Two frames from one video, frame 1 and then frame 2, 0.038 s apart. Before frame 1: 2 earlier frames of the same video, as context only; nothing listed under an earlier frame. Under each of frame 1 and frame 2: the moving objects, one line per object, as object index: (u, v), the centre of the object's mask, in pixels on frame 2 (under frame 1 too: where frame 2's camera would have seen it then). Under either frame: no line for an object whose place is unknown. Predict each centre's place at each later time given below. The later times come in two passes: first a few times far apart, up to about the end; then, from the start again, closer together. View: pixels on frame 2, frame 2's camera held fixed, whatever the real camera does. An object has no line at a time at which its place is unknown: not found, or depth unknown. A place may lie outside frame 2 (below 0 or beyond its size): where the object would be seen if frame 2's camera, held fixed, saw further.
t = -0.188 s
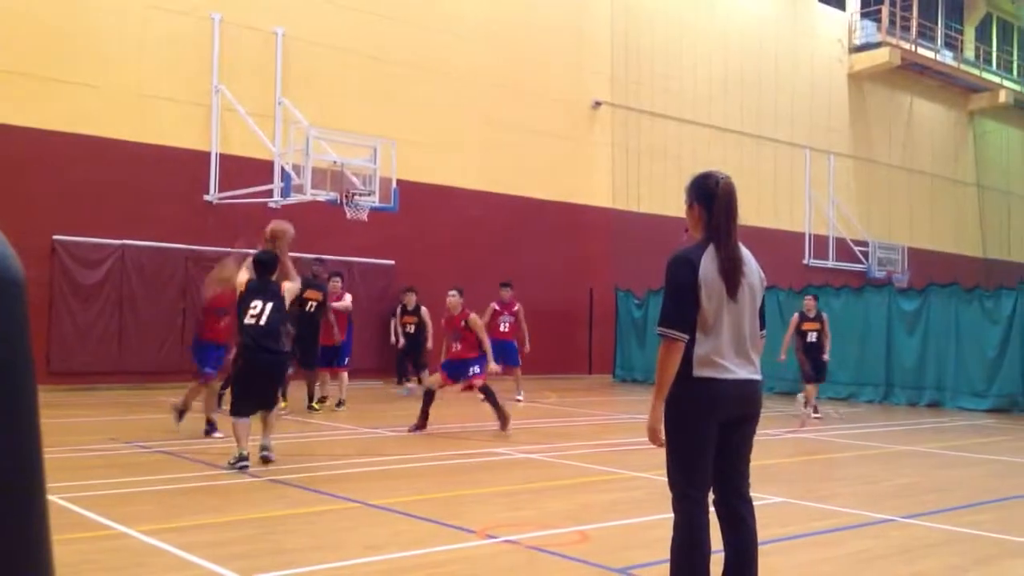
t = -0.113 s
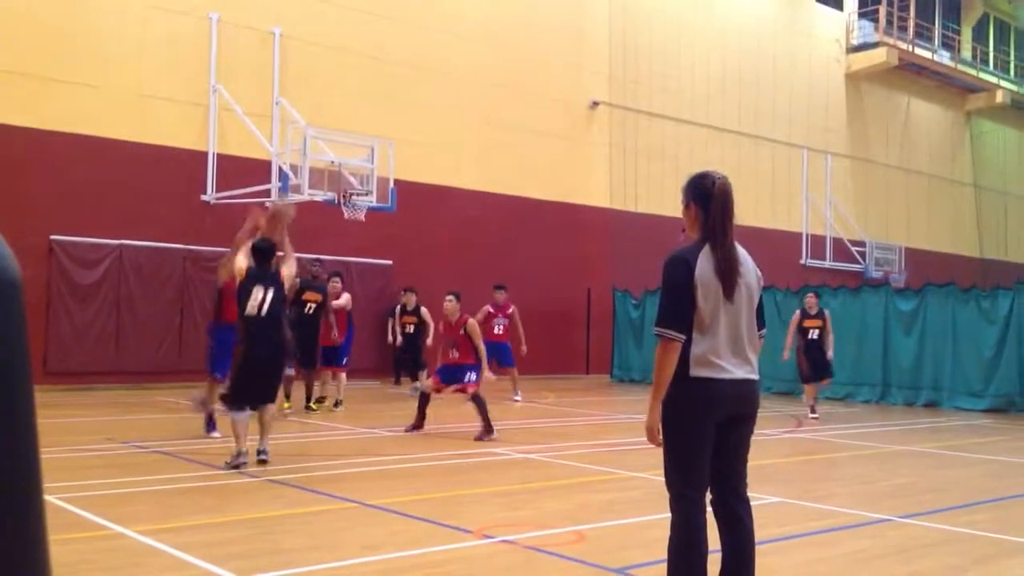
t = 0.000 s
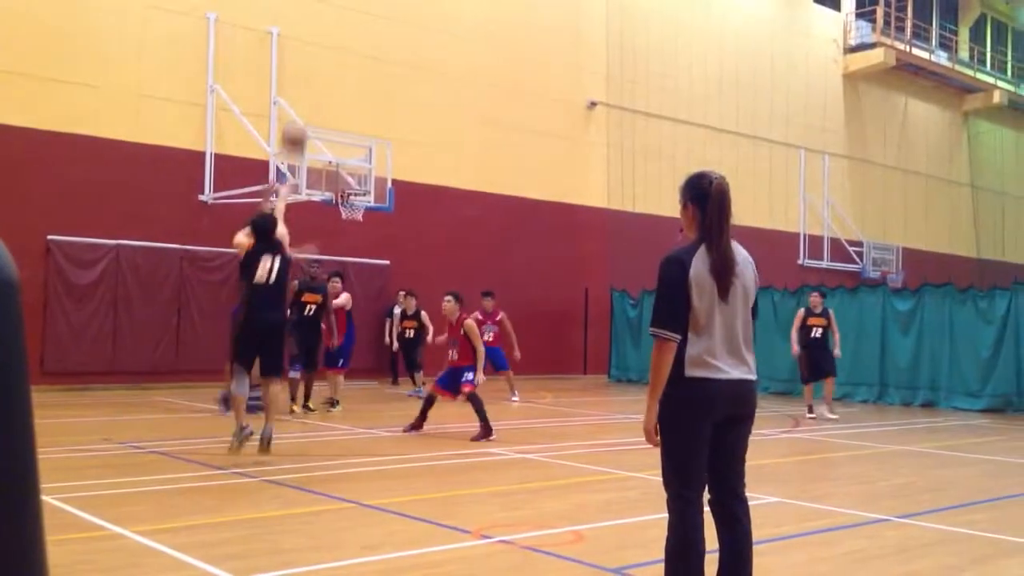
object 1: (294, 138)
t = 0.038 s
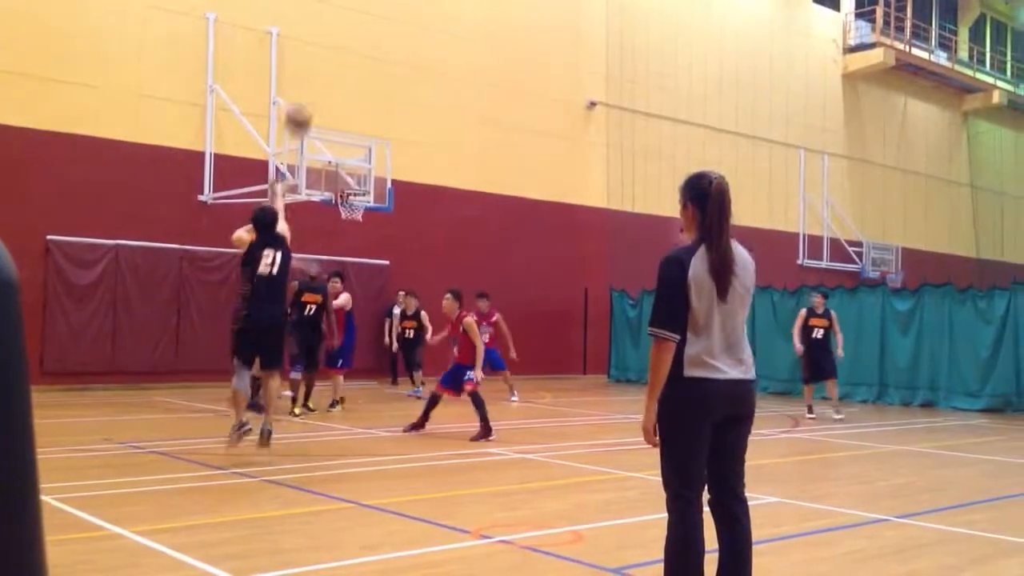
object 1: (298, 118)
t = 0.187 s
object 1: (314, 69)
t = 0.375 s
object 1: (329, 53)
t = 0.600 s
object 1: (339, 73)
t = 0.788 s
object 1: (346, 120)
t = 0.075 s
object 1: (302, 103)
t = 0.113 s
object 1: (307, 90)
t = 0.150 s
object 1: (310, 78)
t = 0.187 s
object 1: (314, 69)
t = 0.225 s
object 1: (317, 63)
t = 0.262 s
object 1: (320, 59)
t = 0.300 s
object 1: (323, 55)
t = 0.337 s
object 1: (326, 53)
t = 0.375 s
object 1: (329, 53)
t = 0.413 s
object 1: (331, 54)
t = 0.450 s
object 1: (333, 57)
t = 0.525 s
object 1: (335, 61)
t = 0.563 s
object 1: (337, 66)
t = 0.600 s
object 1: (339, 73)
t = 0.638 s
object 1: (341, 81)
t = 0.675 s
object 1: (342, 90)
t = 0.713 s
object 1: (344, 99)
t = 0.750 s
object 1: (345, 109)
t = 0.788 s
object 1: (346, 120)
